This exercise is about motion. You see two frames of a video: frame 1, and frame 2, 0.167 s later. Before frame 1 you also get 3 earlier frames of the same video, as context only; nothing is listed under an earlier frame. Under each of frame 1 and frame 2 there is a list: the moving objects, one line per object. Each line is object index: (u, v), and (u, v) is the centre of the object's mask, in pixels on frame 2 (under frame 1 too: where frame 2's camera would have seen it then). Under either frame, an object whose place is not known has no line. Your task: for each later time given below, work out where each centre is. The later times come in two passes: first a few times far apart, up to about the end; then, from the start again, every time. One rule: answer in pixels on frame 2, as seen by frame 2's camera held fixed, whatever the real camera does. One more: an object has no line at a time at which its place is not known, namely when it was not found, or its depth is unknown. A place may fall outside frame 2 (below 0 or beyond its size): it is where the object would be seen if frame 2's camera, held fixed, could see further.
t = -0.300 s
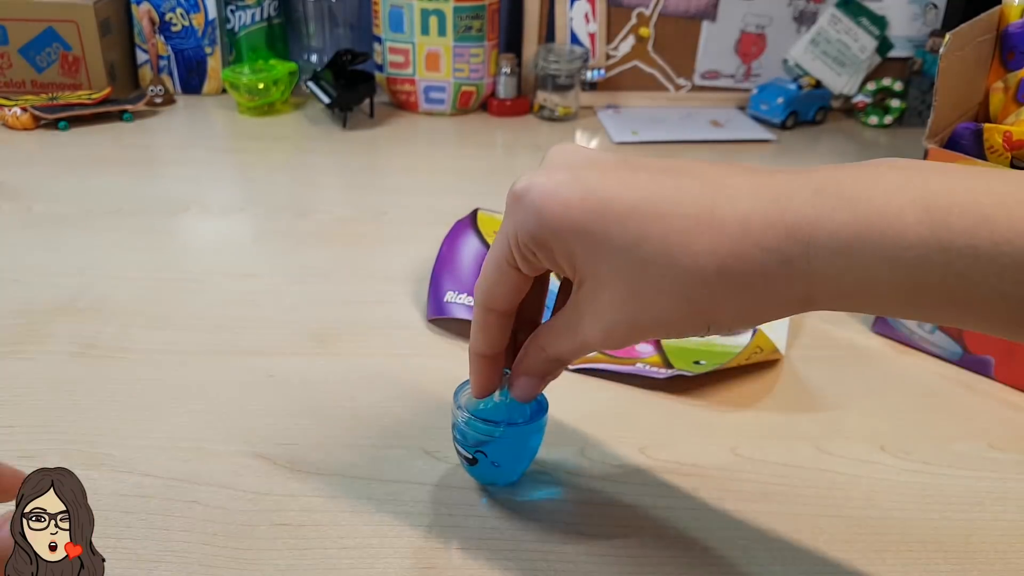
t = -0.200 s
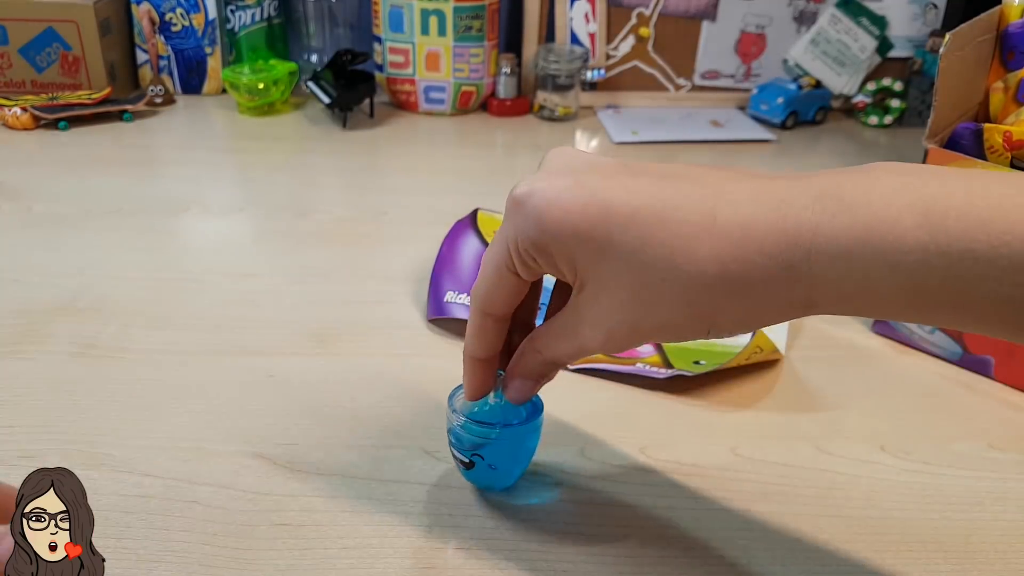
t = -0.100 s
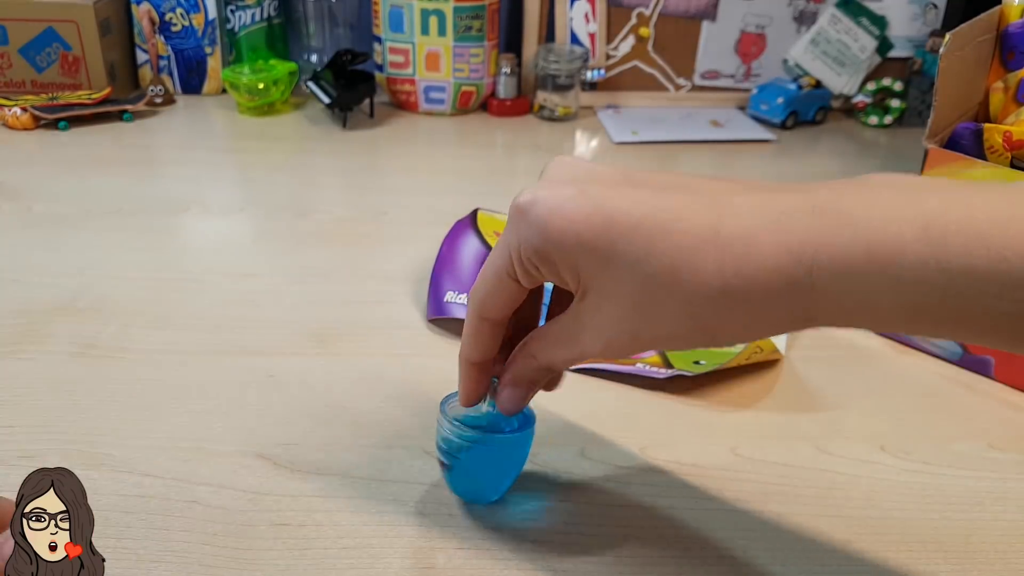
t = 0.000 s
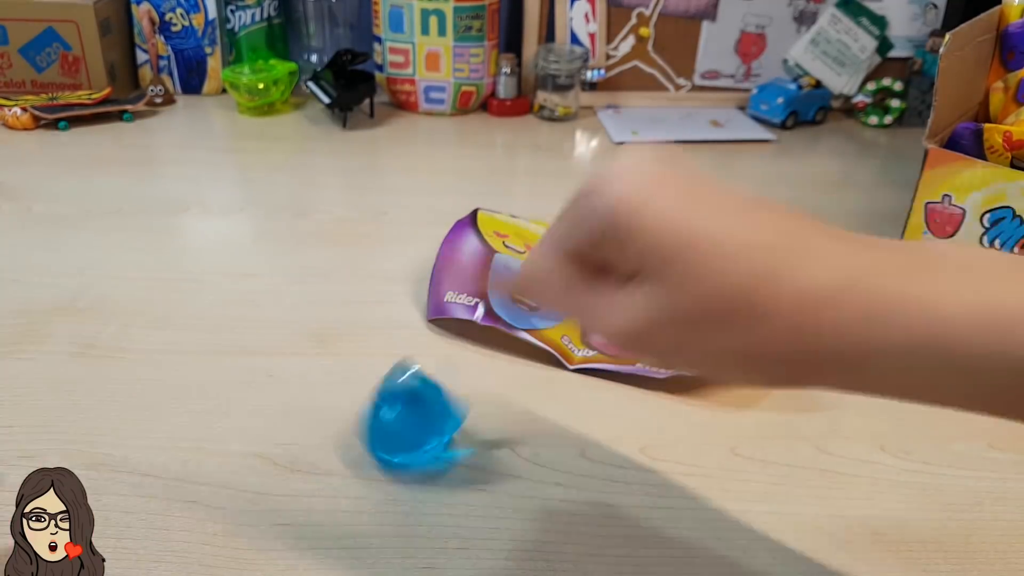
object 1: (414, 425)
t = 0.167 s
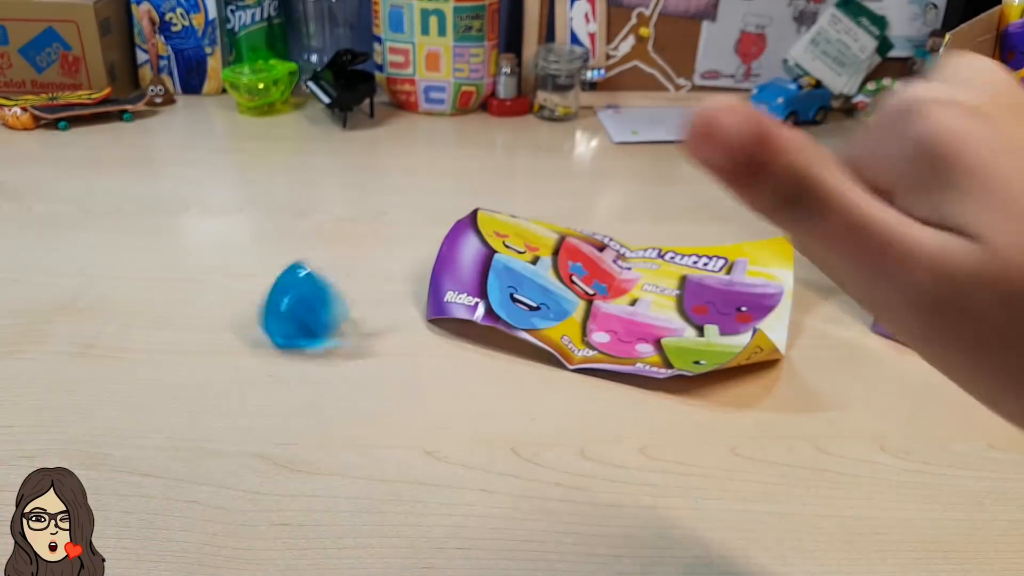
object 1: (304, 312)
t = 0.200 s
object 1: (290, 287)
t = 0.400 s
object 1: (294, 211)
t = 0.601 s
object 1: (350, 159)
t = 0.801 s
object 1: (439, 144)
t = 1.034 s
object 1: (527, 148)
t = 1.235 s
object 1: (565, 169)
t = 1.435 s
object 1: (564, 192)
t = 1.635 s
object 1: (537, 200)
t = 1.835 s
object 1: (509, 197)
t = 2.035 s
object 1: (497, 185)
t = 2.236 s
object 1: (500, 170)
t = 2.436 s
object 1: (519, 158)
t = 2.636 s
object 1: (548, 159)
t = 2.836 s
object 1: (566, 173)
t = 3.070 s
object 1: (555, 193)
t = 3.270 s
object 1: (515, 197)
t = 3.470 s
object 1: (473, 186)
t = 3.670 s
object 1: (460, 167)
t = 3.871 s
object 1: (484, 158)
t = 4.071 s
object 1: (520, 154)
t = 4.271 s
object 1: (544, 166)
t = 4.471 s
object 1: (548, 180)
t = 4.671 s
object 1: (525, 191)
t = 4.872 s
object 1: (480, 191)
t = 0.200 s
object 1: (290, 287)
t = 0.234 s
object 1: (284, 271)
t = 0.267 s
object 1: (279, 258)
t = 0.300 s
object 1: (276, 239)
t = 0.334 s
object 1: (278, 229)
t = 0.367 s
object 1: (279, 219)
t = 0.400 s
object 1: (294, 211)
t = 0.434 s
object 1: (292, 195)
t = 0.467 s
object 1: (310, 191)
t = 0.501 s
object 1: (314, 180)
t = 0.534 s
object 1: (327, 173)
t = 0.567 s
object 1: (342, 168)
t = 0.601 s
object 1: (350, 159)
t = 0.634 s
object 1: (369, 158)
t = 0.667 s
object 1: (375, 152)
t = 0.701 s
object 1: (395, 150)
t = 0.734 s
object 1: (405, 148)
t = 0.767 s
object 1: (424, 144)
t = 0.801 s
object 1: (439, 144)
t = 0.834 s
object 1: (448, 142)
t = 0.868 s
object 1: (468, 141)
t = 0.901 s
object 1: (475, 144)
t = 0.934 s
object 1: (490, 142)
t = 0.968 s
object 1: (503, 145)
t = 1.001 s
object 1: (511, 147)
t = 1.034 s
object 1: (527, 148)
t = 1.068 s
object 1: (532, 152)
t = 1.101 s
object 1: (543, 155)
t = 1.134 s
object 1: (552, 157)
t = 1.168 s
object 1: (555, 162)
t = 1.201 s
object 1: (564, 164)
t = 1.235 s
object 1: (565, 169)
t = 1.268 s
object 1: (568, 174)
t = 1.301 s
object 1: (573, 174)
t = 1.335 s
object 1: (569, 180)
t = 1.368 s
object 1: (571, 184)
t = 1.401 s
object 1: (569, 184)
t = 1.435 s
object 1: (564, 192)
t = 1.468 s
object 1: (564, 191)
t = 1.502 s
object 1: (557, 191)
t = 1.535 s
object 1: (551, 195)
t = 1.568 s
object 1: (551, 194)
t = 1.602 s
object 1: (541, 197)
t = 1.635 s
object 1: (537, 200)
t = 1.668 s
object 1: (535, 197)
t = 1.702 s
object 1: (524, 194)
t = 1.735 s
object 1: (522, 195)
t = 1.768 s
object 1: (518, 195)
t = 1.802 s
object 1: (510, 198)
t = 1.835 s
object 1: (509, 197)
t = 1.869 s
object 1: (508, 191)
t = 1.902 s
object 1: (498, 187)
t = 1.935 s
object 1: (499, 188)
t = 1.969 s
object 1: (496, 188)
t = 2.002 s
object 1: (492, 188)
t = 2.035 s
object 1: (497, 185)
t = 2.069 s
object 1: (493, 180)
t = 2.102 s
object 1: (487, 177)
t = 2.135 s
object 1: (492, 178)
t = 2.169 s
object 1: (491, 175)
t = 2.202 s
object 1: (491, 173)
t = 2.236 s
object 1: (500, 170)
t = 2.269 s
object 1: (495, 167)
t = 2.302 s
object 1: (498, 167)
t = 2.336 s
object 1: (505, 166)
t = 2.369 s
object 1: (509, 162)
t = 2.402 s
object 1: (511, 158)
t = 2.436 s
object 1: (519, 158)
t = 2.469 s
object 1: (519, 160)
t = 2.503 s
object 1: (524, 161)
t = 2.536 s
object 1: (533, 161)
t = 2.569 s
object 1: (540, 160)
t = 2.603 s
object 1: (540, 159)
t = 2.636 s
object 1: (548, 159)
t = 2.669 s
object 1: (550, 165)
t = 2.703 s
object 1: (553, 169)
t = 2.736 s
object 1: (560, 171)
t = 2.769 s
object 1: (566, 169)
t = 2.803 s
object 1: (563, 170)
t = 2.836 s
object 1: (566, 173)
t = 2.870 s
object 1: (568, 178)
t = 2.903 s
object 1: (565, 185)
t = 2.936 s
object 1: (566, 184)
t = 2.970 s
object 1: (568, 184)
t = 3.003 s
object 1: (560, 185)
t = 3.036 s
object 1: (555, 189)
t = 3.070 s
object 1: (555, 193)
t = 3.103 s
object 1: (548, 197)
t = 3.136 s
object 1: (540, 196)
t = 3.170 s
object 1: (537, 197)
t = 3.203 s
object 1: (530, 193)
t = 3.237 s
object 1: (517, 193)
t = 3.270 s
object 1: (515, 197)
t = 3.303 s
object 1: (508, 197)
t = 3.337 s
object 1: (498, 196)
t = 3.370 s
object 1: (492, 195)
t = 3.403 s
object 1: (492, 190)
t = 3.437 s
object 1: (479, 184)
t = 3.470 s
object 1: (473, 186)
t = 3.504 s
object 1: (472, 185)
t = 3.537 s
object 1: (467, 182)
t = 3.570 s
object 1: (462, 178)
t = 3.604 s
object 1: (467, 175)
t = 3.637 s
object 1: (466, 170)
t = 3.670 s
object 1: (460, 167)
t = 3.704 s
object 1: (464, 167)
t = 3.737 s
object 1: (469, 167)
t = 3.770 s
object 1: (471, 163)
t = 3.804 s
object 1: (473, 159)
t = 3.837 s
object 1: (481, 157)
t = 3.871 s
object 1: (484, 158)
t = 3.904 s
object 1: (486, 157)
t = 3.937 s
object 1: (494, 158)
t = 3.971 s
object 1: (503, 157)
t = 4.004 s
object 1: (508, 155)
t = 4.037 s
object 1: (511, 153)
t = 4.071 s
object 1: (520, 154)
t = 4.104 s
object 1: (523, 159)
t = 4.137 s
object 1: (527, 162)
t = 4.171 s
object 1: (535, 163)
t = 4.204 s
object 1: (544, 163)
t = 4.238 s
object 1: (544, 164)
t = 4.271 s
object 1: (544, 166)
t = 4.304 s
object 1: (550, 168)
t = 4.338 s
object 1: (552, 173)
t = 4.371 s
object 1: (551, 178)
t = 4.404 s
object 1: (552, 179)
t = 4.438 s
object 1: (555, 179)
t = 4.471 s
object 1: (548, 180)
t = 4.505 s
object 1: (542, 184)
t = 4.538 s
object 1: (544, 188)
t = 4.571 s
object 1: (539, 191)
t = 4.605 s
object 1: (531, 191)
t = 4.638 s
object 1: (528, 192)
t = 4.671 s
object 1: (525, 191)
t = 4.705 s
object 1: (514, 188)
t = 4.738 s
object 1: (504, 190)
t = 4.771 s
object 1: (501, 192)
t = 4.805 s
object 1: (497, 193)
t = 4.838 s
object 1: (486, 192)
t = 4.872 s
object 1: (480, 191)
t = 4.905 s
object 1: (480, 187)
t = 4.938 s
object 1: (471, 181)
